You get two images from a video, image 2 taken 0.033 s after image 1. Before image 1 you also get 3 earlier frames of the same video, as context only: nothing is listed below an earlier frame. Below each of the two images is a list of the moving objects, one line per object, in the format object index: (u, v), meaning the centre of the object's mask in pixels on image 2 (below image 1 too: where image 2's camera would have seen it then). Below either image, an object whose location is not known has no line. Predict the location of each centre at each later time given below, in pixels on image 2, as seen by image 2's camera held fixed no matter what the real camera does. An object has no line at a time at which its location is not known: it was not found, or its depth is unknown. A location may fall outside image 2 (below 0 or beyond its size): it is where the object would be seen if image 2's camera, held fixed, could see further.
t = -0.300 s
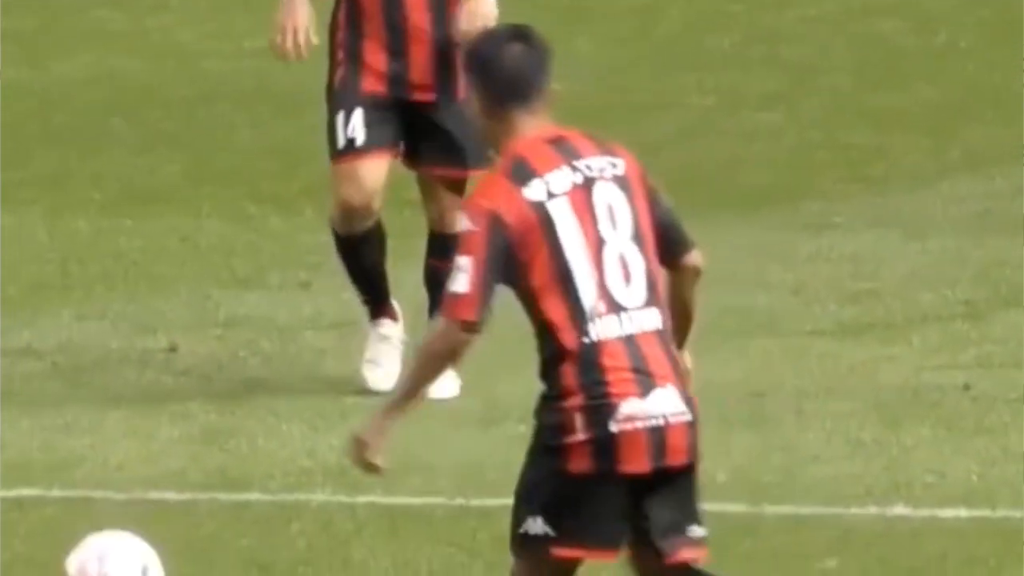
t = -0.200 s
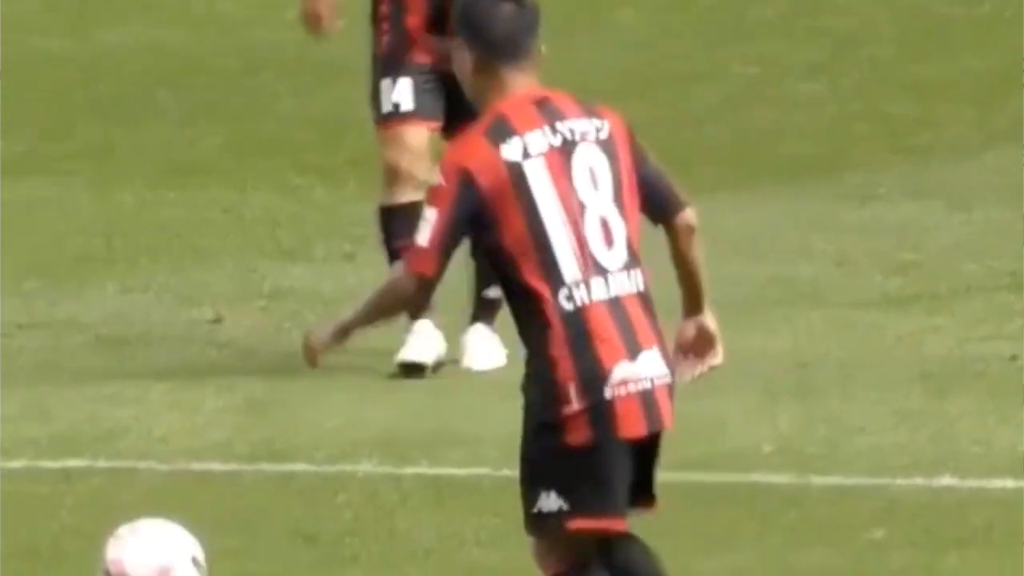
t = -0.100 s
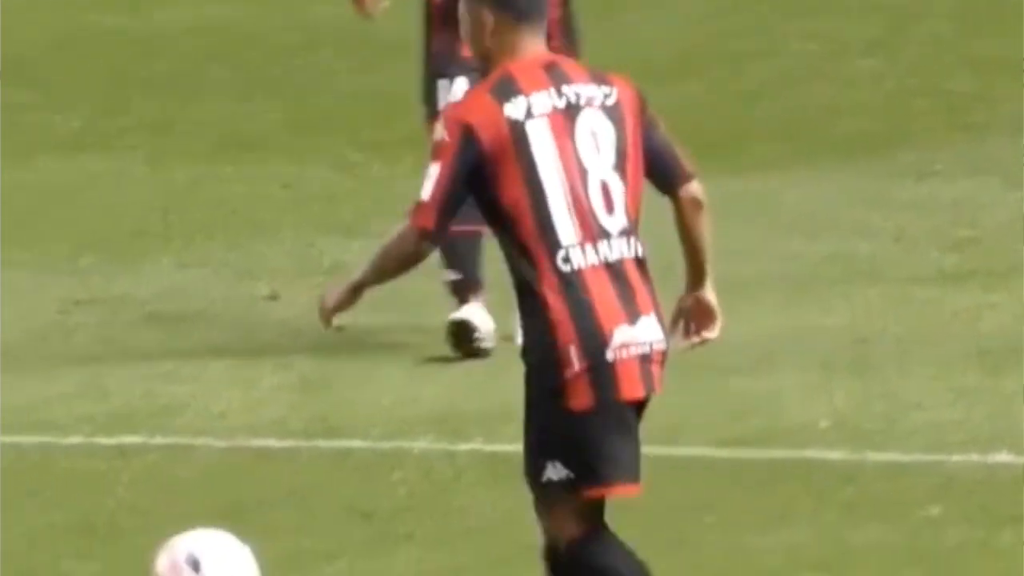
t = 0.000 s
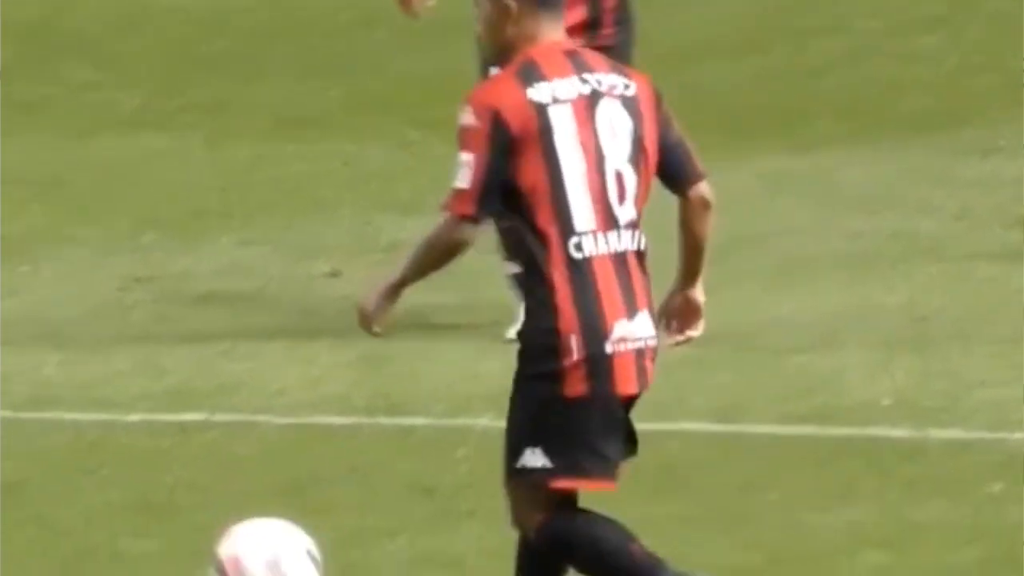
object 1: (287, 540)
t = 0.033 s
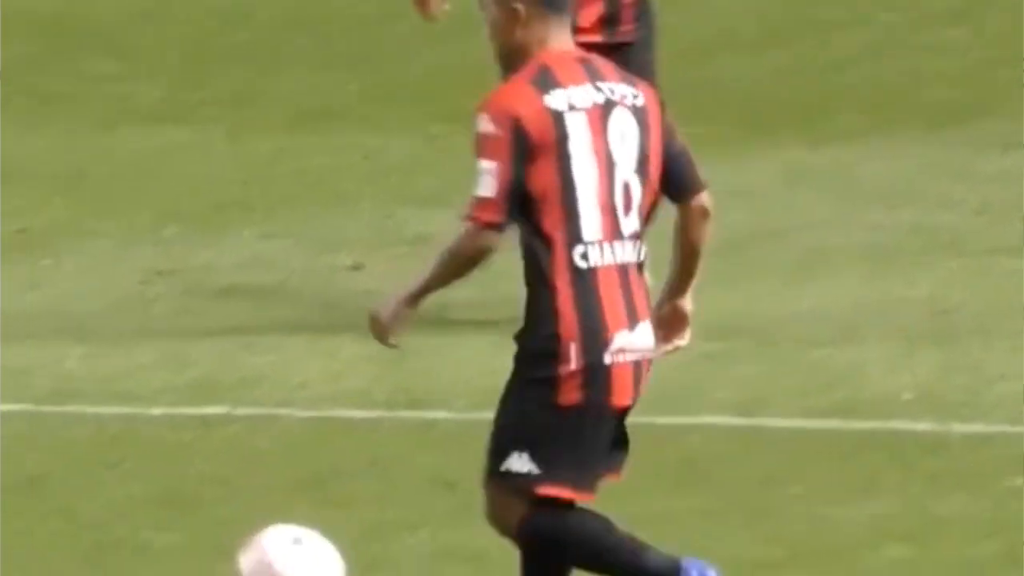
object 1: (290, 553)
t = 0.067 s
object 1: (290, 566)
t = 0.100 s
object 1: (296, 575)
